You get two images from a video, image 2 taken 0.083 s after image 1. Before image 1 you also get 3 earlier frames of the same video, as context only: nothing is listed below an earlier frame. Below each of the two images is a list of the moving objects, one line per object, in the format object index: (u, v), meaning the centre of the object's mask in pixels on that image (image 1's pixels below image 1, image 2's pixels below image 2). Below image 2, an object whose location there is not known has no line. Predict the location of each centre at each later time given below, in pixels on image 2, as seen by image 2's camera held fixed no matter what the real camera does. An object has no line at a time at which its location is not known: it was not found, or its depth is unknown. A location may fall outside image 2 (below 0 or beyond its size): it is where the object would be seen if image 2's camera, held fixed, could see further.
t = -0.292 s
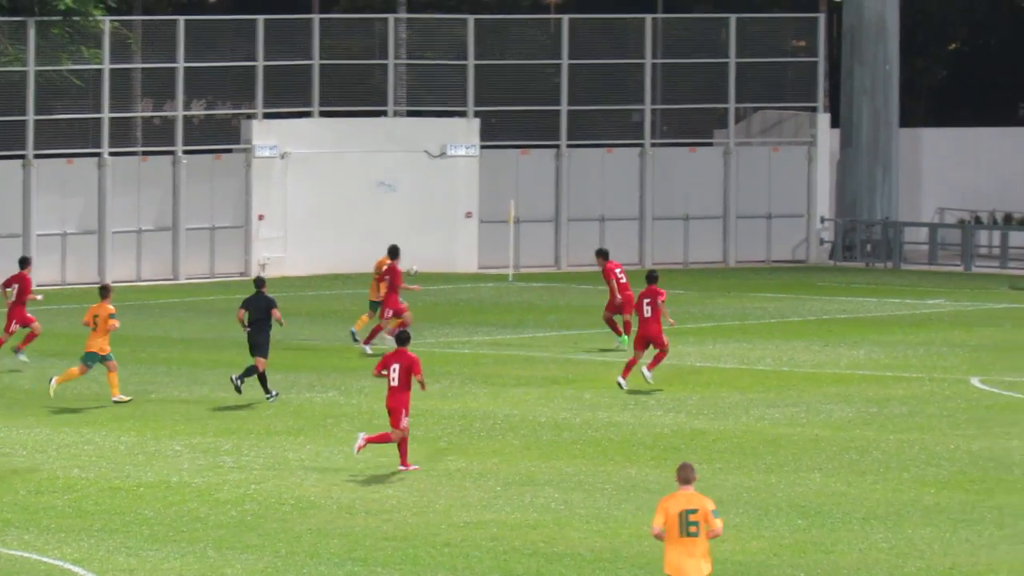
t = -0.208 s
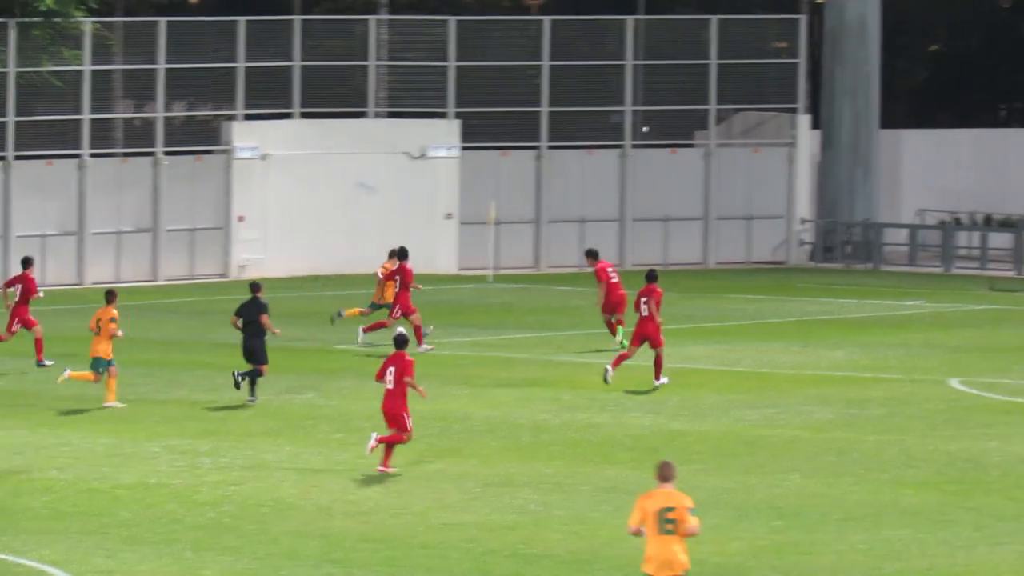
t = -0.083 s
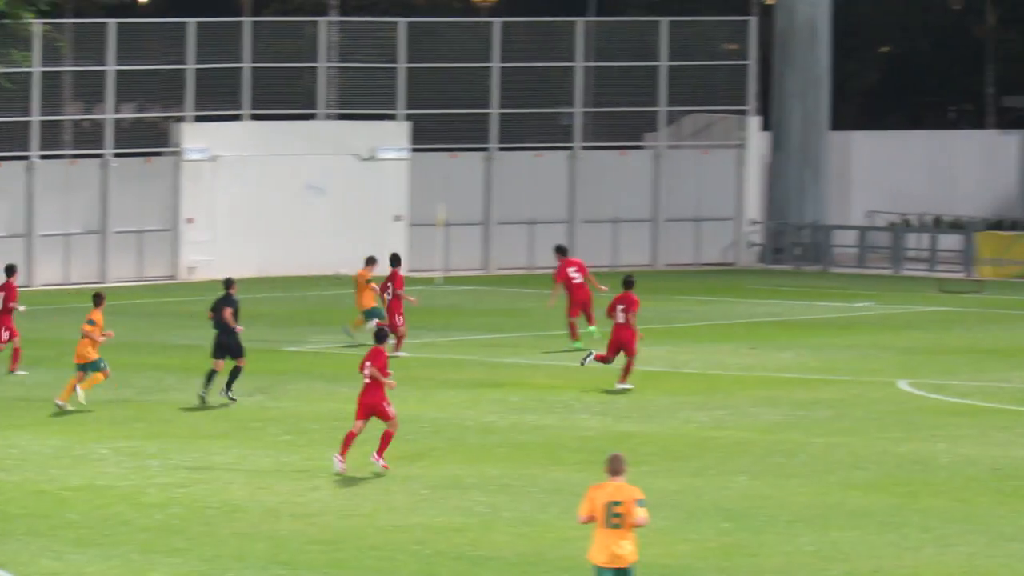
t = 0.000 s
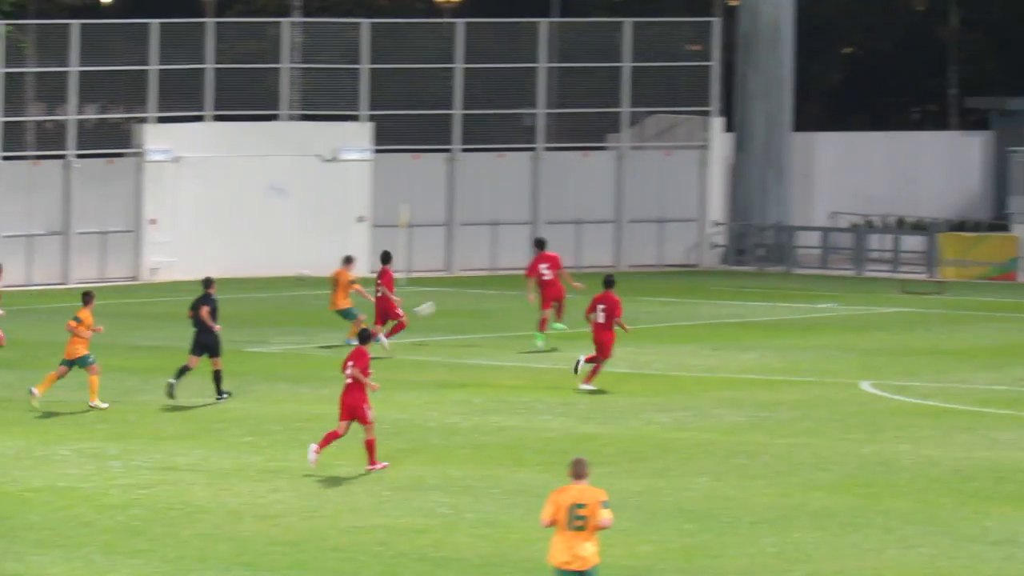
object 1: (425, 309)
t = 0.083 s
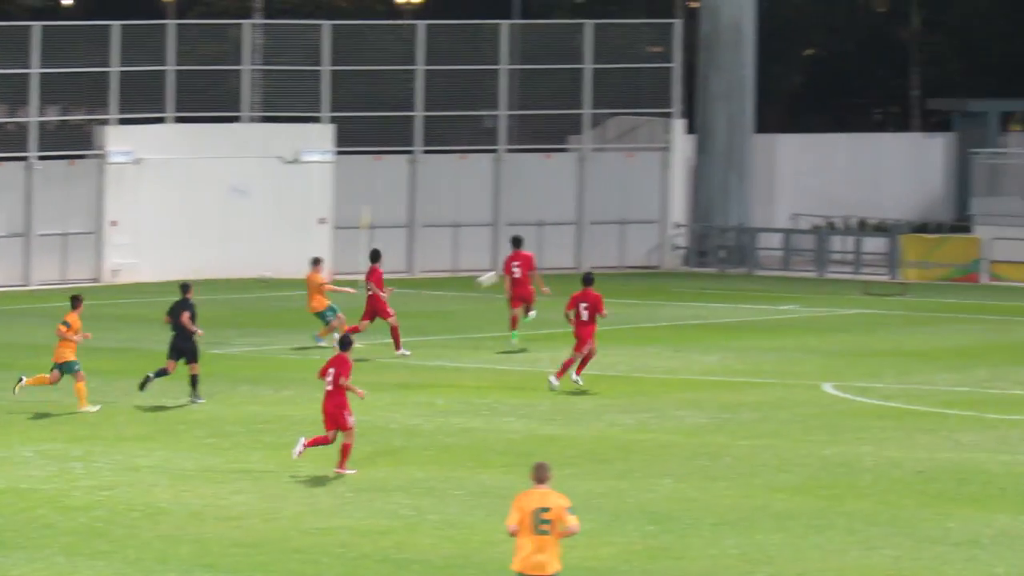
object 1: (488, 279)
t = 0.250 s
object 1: (678, 227)
